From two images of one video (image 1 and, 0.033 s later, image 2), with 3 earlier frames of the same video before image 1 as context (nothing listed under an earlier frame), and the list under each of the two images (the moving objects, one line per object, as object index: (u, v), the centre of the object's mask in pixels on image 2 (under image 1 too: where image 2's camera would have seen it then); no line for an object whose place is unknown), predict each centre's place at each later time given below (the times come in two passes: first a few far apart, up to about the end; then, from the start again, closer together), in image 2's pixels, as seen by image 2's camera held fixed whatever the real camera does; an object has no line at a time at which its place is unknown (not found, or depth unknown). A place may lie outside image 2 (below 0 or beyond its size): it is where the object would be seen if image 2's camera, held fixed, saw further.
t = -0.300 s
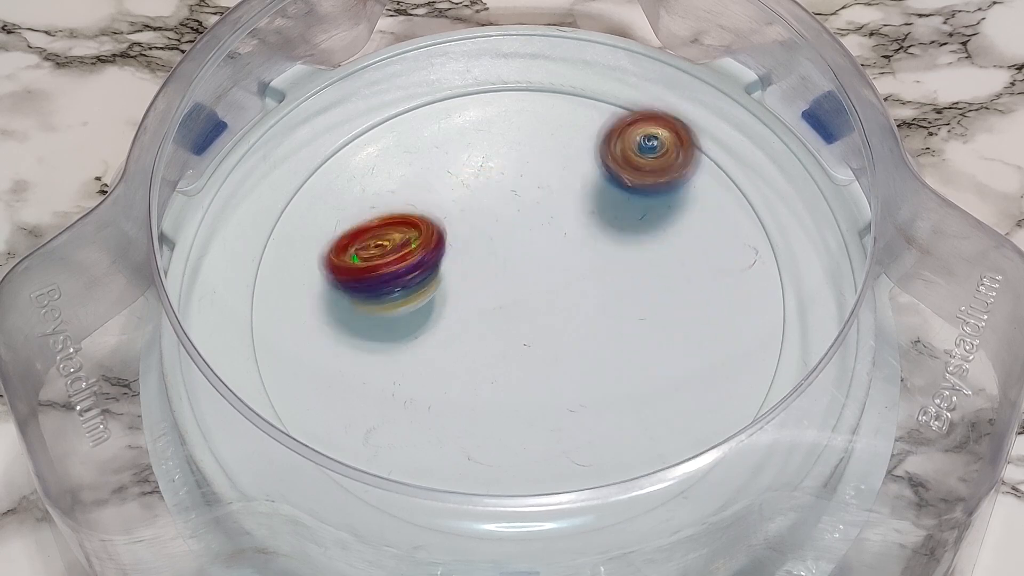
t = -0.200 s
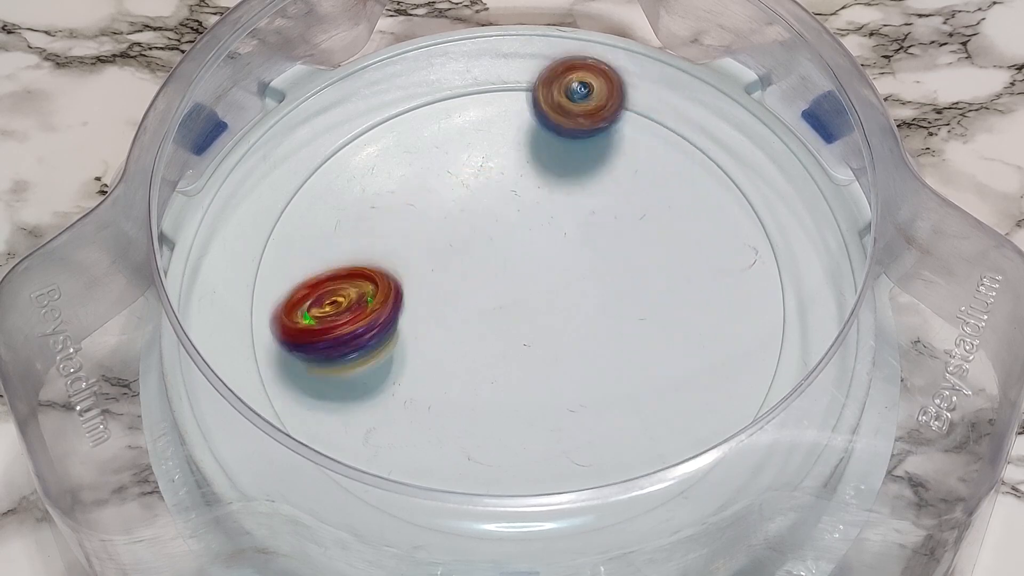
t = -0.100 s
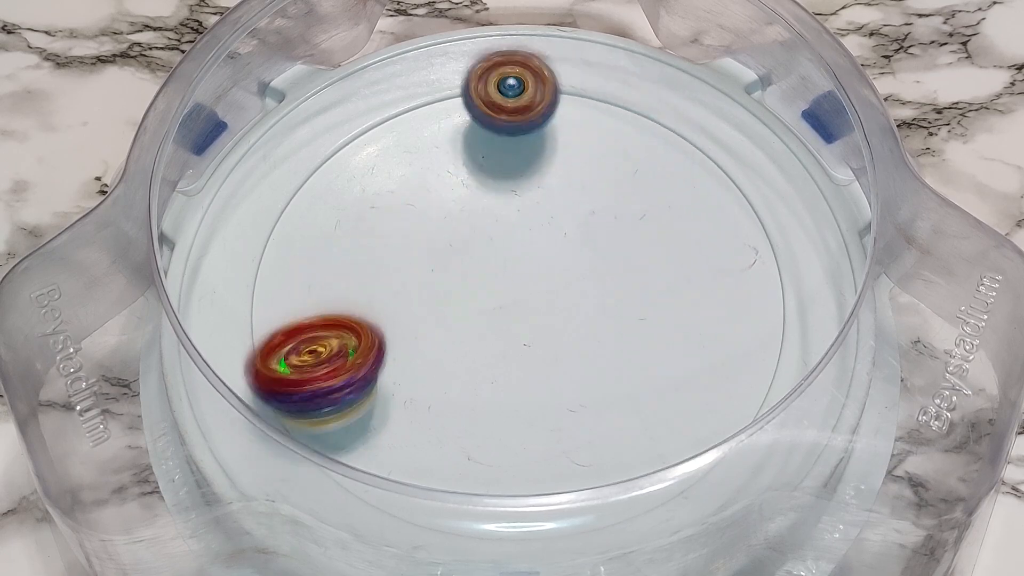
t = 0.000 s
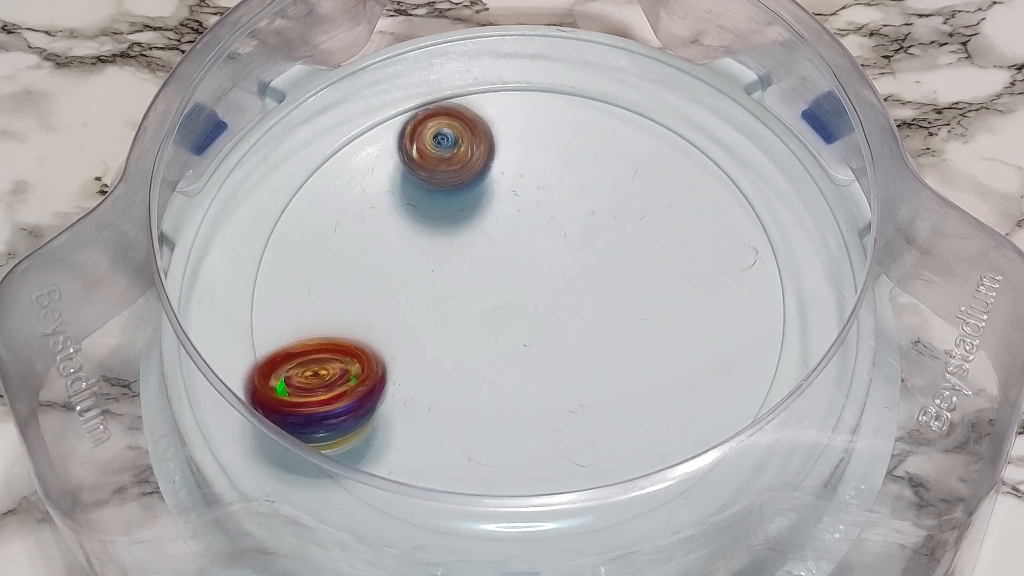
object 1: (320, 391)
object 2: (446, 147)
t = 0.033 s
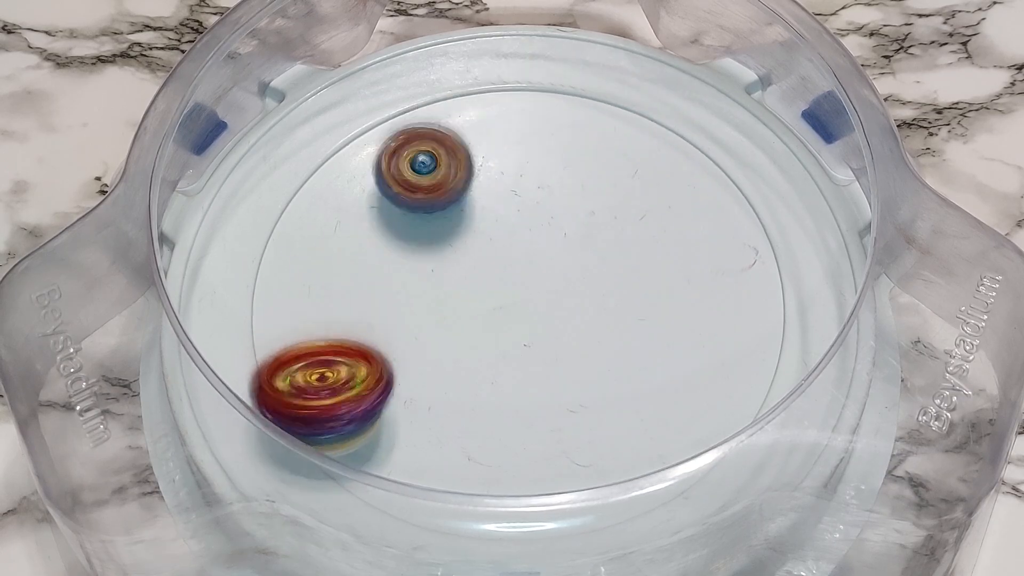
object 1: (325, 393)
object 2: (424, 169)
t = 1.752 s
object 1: (745, 237)
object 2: (420, 330)
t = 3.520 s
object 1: (728, 244)
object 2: (551, 318)
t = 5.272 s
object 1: (625, 157)
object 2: (488, 300)
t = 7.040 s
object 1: (667, 234)
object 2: (552, 365)
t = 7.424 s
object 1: (610, 411)
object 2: (406, 321)
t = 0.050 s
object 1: (328, 394)
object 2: (415, 182)
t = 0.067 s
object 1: (332, 393)
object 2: (407, 198)
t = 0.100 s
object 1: (343, 391)
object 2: (399, 227)
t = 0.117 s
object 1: (349, 387)
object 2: (399, 240)
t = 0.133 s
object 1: (357, 383)
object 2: (400, 254)
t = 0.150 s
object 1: (365, 378)
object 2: (403, 268)
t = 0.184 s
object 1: (367, 386)
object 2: (426, 273)
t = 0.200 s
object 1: (364, 397)
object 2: (447, 268)
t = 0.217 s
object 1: (362, 406)
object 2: (472, 260)
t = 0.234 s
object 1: (361, 411)
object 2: (496, 251)
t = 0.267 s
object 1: (361, 417)
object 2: (531, 237)
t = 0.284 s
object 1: (360, 418)
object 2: (551, 233)
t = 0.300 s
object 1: (360, 419)
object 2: (572, 225)
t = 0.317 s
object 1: (360, 420)
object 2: (590, 215)
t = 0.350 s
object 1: (361, 419)
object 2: (614, 199)
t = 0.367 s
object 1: (361, 416)
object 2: (629, 195)
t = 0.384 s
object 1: (361, 414)
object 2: (641, 186)
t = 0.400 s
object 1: (364, 411)
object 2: (649, 178)
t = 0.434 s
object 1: (367, 400)
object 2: (659, 168)
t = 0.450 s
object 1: (369, 391)
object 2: (666, 162)
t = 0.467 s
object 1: (371, 381)
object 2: (671, 154)
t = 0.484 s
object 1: (375, 374)
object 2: (671, 147)
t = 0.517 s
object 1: (381, 354)
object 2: (668, 138)
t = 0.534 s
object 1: (384, 343)
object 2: (669, 132)
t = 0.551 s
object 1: (387, 331)
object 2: (664, 125)
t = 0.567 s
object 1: (391, 319)
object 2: (656, 120)
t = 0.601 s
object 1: (400, 295)
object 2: (644, 114)
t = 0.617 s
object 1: (403, 282)
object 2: (636, 109)
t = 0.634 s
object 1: (407, 270)
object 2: (623, 107)
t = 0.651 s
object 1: (411, 257)
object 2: (610, 108)
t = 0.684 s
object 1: (419, 233)
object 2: (590, 110)
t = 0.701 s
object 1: (423, 220)
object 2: (575, 113)
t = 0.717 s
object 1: (426, 210)
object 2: (561, 119)
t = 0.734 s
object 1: (428, 198)
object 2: (551, 127)
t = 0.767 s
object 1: (433, 177)
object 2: (536, 140)
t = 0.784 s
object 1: (414, 169)
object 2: (564, 144)
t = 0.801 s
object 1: (396, 158)
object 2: (597, 149)
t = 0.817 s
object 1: (377, 151)
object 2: (631, 148)
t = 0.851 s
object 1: (347, 134)
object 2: (682, 153)
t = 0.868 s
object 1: (338, 128)
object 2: (712, 155)
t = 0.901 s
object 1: (327, 122)
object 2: (739, 174)
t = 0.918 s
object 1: (323, 121)
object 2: (750, 178)
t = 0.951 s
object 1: (318, 116)
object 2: (758, 198)
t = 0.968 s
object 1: (318, 115)
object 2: (768, 213)
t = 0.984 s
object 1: (318, 113)
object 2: (768, 228)
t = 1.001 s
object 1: (319, 112)
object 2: (764, 246)
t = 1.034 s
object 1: (323, 110)
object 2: (756, 268)
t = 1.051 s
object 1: (326, 108)
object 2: (746, 281)
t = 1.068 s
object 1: (329, 109)
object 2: (741, 294)
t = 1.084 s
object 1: (334, 107)
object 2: (731, 305)
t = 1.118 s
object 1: (345, 107)
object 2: (708, 327)
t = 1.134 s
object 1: (351, 108)
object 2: (693, 328)
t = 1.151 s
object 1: (359, 107)
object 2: (676, 339)
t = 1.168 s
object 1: (366, 108)
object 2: (664, 349)
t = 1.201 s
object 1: (385, 112)
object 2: (628, 364)
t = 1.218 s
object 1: (396, 115)
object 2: (615, 369)
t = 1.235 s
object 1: (408, 116)
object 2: (594, 374)
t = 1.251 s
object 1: (420, 119)
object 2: (578, 378)
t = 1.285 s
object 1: (447, 125)
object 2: (544, 383)
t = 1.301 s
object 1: (462, 128)
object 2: (531, 386)
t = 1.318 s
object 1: (477, 133)
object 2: (516, 384)
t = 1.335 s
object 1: (493, 136)
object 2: (501, 385)
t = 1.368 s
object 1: (523, 145)
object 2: (473, 388)
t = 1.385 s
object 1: (537, 151)
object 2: (460, 387)
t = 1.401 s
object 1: (553, 154)
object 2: (452, 382)
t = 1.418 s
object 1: (566, 158)
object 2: (438, 384)
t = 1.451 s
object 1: (595, 166)
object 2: (419, 380)
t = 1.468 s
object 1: (610, 168)
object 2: (409, 377)
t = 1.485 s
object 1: (622, 173)
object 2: (404, 372)
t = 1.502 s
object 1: (636, 175)
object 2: (393, 374)
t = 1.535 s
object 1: (660, 183)
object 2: (386, 366)
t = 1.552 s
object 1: (671, 187)
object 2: (383, 364)
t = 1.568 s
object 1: (683, 190)
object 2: (383, 362)
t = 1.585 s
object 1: (692, 194)
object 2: (379, 362)
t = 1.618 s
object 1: (709, 201)
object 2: (380, 354)
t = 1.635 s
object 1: (717, 205)
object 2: (383, 350)
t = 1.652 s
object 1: (724, 210)
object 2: (383, 350)
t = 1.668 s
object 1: (730, 214)
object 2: (387, 345)
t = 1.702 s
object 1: (739, 223)
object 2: (395, 330)
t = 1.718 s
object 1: (741, 227)
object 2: (406, 328)
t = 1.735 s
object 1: (743, 232)
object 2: (407, 328)
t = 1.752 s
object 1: (745, 237)
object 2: (420, 330)
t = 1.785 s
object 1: (745, 246)
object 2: (436, 318)
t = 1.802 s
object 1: (744, 252)
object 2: (442, 317)
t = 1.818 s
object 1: (743, 257)
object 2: (453, 320)
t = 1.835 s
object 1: (740, 264)
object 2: (460, 323)
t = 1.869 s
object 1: (732, 277)
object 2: (478, 316)
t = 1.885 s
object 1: (728, 283)
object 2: (485, 314)
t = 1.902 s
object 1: (721, 290)
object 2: (495, 316)
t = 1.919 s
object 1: (715, 297)
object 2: (503, 316)
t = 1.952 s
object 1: (697, 310)
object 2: (513, 305)
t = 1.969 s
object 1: (687, 317)
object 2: (521, 306)
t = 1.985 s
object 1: (676, 324)
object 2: (523, 308)
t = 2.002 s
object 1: (665, 330)
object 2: (530, 306)
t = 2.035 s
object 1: (641, 343)
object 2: (533, 296)
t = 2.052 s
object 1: (632, 352)
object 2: (527, 286)
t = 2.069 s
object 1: (623, 361)
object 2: (524, 283)
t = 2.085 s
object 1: (614, 370)
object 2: (519, 273)
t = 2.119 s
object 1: (596, 388)
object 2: (511, 254)
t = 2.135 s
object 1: (585, 395)
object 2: (509, 252)
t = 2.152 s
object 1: (575, 403)
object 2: (505, 245)
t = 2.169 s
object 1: (564, 409)
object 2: (502, 234)
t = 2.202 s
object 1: (542, 420)
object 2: (494, 224)
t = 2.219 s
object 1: (530, 425)
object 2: (492, 224)
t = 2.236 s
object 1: (519, 428)
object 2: (490, 212)
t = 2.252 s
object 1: (508, 431)
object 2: (489, 209)
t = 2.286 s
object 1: (487, 434)
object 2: (485, 203)
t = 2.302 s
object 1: (476, 432)
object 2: (483, 194)
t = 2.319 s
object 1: (467, 433)
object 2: (485, 191)
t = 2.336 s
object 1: (457, 431)
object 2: (481, 184)
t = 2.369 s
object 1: (438, 427)
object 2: (482, 184)
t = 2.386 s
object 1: (429, 424)
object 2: (486, 179)
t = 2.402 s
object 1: (421, 419)
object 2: (483, 177)
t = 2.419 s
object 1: (413, 416)
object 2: (488, 177)
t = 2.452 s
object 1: (399, 405)
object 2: (491, 175)
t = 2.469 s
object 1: (393, 396)
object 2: (492, 178)
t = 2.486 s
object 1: (386, 390)
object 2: (496, 177)
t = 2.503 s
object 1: (382, 382)
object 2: (497, 186)
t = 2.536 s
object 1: (374, 366)
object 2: (502, 189)
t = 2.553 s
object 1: (370, 357)
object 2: (501, 190)
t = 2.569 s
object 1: (367, 349)
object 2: (506, 200)
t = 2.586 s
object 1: (365, 339)
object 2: (503, 203)
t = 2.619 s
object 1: (364, 319)
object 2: (504, 210)
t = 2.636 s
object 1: (363, 310)
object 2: (509, 215)
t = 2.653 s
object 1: (364, 300)
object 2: (509, 224)
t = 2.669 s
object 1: (363, 290)
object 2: (513, 226)
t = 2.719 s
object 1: (368, 261)
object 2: (524, 245)
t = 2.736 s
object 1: (370, 252)
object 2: (527, 249)
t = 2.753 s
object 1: (372, 243)
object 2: (535, 256)
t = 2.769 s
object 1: (375, 234)
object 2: (537, 261)
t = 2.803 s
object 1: (380, 218)
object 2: (550, 273)
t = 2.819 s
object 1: (382, 210)
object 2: (559, 279)
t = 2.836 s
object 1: (385, 202)
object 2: (564, 293)
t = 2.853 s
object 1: (389, 196)
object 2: (570, 296)
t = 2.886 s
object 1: (397, 181)
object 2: (577, 310)
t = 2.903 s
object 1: (401, 174)
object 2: (586, 315)
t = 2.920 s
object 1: (405, 168)
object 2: (588, 323)
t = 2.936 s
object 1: (410, 163)
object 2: (597, 326)
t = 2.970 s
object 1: (420, 152)
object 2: (606, 342)
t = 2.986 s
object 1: (425, 147)
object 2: (612, 348)
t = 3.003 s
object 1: (431, 144)
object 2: (613, 353)
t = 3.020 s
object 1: (436, 140)
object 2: (621, 355)
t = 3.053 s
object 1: (447, 135)
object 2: (628, 361)
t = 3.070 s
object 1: (453, 133)
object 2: (631, 363)
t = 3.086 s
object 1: (460, 132)
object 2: (632, 365)
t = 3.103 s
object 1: (467, 131)
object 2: (639, 365)
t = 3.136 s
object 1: (482, 131)
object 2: (643, 364)
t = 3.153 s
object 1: (488, 129)
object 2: (644, 363)
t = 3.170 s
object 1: (497, 132)
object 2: (642, 361)
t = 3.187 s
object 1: (504, 132)
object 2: (647, 362)
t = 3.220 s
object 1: (521, 139)
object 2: (644, 359)
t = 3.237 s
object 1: (532, 141)
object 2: (643, 359)
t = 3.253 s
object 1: (540, 146)
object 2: (636, 355)
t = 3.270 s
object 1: (550, 149)
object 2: (640, 357)
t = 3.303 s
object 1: (570, 158)
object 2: (630, 352)
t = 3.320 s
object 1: (581, 165)
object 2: (630, 353)
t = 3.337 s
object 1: (592, 169)
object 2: (620, 347)
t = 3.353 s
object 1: (604, 175)
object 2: (620, 348)
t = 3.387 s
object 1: (630, 189)
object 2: (604, 341)
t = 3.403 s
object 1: (642, 195)
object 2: (601, 342)
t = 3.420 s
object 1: (657, 202)
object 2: (591, 339)
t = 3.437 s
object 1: (669, 209)
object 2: (586, 335)
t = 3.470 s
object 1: (696, 224)
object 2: (572, 331)
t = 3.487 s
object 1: (706, 228)
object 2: (570, 328)
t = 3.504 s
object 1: (717, 237)
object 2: (561, 329)
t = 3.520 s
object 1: (728, 244)
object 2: (551, 318)
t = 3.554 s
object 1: (757, 261)
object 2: (529, 301)
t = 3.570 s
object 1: (760, 267)
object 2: (525, 299)
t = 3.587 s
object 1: (763, 271)
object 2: (512, 292)
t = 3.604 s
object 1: (764, 277)
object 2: (510, 283)
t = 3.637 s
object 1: (759, 289)
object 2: (495, 273)
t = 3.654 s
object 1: (752, 291)
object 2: (496, 266)
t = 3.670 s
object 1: (744, 297)
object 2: (492, 263)
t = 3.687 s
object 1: (732, 299)
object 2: (486, 254)
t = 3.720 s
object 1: (708, 307)
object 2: (485, 246)
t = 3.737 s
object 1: (696, 308)
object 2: (482, 238)
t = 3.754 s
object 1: (682, 311)
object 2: (485, 235)
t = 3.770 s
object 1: (668, 312)
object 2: (481, 233)
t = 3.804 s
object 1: (642, 313)
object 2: (484, 225)
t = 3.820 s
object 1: (628, 314)
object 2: (480, 223)
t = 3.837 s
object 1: (614, 315)
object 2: (481, 217)
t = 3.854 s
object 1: (601, 313)
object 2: (484, 218)
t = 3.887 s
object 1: (576, 313)
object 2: (484, 212)
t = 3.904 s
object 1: (564, 311)
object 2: (487, 215)
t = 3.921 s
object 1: (552, 311)
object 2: (484, 213)
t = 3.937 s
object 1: (542, 309)
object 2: (488, 210)
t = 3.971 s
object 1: (522, 308)
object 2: (488, 213)
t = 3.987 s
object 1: (514, 305)
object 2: (493, 211)
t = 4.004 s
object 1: (507, 309)
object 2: (495, 207)
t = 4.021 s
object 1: (501, 318)
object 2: (494, 198)
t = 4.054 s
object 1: (490, 326)
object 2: (498, 188)
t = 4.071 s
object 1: (486, 334)
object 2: (498, 181)
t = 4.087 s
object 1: (482, 337)
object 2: (504, 176)
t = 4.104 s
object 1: (477, 343)
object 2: (504, 176)
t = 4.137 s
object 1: (469, 354)
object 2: (511, 171)
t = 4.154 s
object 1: (464, 358)
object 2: (511, 174)
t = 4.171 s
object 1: (458, 364)
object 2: (512, 171)
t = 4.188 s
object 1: (454, 366)
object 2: (518, 173)
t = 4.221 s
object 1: (442, 372)
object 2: (518, 175)
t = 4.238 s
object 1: (439, 374)
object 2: (523, 179)
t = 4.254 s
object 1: (432, 374)
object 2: (522, 185)
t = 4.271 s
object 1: (426, 376)
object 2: (524, 183)
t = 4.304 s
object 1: (417, 374)
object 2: (526, 196)
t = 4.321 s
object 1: (412, 376)
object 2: (527, 196)
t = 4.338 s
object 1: (408, 375)
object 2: (532, 203)
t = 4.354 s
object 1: (404, 371)
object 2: (528, 211)
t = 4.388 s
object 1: (394, 368)
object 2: (533, 218)
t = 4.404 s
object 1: (389, 362)
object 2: (529, 227)
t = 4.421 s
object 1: (384, 359)
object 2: (530, 228)
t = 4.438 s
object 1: (381, 353)
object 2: (533, 234)
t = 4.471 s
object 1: (372, 341)
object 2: (529, 243)
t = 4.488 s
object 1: (370, 332)
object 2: (531, 247)
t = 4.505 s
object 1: (366, 322)
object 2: (527, 253)
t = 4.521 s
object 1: (363, 315)
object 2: (527, 254)
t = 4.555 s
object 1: (359, 293)
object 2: (525, 261)
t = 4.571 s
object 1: (357, 284)
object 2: (526, 264)
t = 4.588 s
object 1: (357, 272)
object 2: (529, 265)
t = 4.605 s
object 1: (356, 262)
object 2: (525, 267)
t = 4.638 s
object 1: (356, 239)
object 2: (529, 271)
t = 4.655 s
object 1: (356, 229)
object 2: (527, 270)
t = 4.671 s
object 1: (357, 218)
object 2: (528, 271)
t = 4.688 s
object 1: (359, 206)
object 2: (533, 274)
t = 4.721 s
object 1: (364, 186)
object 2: (530, 271)
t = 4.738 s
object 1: (366, 174)
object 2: (536, 276)
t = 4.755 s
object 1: (370, 167)
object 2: (535, 277)
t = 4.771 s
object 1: (374, 157)
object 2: (532, 275)
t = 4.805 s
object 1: (382, 140)
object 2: (539, 283)
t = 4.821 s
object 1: (386, 132)
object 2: (536, 280)
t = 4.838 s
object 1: (390, 124)
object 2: (538, 281)
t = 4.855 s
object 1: (397, 119)
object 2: (542, 287)
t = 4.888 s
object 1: (408, 106)
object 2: (543, 285)
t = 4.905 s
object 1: (417, 104)
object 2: (546, 289)
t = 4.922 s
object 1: (425, 98)
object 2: (548, 296)
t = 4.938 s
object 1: (431, 94)
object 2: (548, 295)
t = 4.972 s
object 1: (450, 89)
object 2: (553, 303)
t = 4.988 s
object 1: (457, 87)
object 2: (549, 307)
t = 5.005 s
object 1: (470, 88)
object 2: (547, 305)
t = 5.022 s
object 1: (478, 86)
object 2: (549, 309)
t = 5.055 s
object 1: (499, 89)
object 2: (539, 316)
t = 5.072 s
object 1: (508, 88)
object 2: (539, 314)
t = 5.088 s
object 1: (518, 91)
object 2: (538, 318)
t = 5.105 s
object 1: (530, 94)
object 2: (529, 323)
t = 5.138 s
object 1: (547, 102)
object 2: (521, 317)
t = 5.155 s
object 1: (559, 106)
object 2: (515, 319)
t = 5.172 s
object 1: (568, 113)
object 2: (507, 320)
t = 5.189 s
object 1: (576, 119)
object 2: (503, 314)
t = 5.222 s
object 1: (596, 133)
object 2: (495, 312)
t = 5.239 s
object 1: (605, 141)
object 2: (489, 309)
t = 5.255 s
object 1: (617, 148)
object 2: (490, 304)
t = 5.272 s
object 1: (625, 157)
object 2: (488, 300)
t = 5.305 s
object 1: (645, 174)
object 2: (481, 293)
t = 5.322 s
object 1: (653, 185)
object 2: (485, 291)
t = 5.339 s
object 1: (660, 194)
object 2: (485, 286)
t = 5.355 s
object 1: (670, 203)
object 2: (483, 277)
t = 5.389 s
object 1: (683, 223)
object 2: (489, 272)
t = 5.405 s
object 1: (692, 233)
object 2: (493, 271)
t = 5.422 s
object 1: (697, 244)
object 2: (495, 264)
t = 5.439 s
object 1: (703, 255)
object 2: (497, 256)
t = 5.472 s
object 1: (714, 276)
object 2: (506, 261)
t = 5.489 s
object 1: (716, 287)
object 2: (507, 256)
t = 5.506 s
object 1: (721, 296)
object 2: (508, 251)
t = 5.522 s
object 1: (722, 307)
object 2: (510, 250)
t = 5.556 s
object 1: (725, 326)
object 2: (516, 256)
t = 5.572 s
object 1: (723, 337)
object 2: (515, 252)
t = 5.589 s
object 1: (721, 346)
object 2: (515, 248)
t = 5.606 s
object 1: (719, 355)
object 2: (517, 248)
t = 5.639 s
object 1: (710, 372)
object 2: (519, 256)
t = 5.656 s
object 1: (704, 380)
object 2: (519, 254)
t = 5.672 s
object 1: (697, 388)
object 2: (519, 252)
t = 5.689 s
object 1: (688, 393)
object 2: (521, 252)
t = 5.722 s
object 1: (671, 406)
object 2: (522, 261)
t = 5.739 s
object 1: (659, 409)
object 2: (521, 260)
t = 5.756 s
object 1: (648, 415)
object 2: (522, 257)
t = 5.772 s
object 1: (636, 421)
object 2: (524, 258)
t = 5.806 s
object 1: (608, 426)
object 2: (525, 263)
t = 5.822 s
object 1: (596, 428)
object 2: (524, 265)
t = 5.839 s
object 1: (579, 429)
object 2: (523, 266)
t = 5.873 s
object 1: (553, 430)
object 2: (524, 268)
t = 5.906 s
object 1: (523, 428)
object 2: (521, 275)
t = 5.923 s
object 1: (508, 423)
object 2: (520, 275)
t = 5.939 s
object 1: (491, 419)
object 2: (521, 276)
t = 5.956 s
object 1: (476, 416)
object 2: (522, 278)
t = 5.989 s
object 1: (446, 404)
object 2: (521, 284)
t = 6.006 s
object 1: (430, 397)
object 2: (519, 286)
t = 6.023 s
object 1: (418, 387)
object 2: (519, 286)
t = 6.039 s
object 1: (402, 382)
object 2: (520, 289)
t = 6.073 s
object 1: (377, 363)
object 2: (518, 297)
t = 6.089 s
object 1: (364, 356)
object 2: (515, 300)
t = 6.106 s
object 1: (353, 345)
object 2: (512, 303)
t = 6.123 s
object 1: (342, 335)
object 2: (510, 305)
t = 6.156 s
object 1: (323, 314)
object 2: (507, 311)
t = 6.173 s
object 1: (315, 305)
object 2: (505, 315)
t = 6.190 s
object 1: (308, 294)
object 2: (503, 319)
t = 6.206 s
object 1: (301, 283)
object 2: (498, 325)
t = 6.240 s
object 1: (292, 263)
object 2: (491, 332)
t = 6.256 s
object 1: (286, 253)
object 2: (488, 335)
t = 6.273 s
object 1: (285, 243)
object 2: (486, 339)
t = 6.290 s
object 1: (283, 232)
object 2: (483, 342)
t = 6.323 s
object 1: (282, 212)
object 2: (479, 350)
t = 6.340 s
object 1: (282, 203)
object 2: (477, 355)
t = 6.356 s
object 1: (287, 195)
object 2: (476, 358)
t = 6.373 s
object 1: (294, 188)
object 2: (475, 363)
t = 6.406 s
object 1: (311, 179)
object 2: (473, 371)
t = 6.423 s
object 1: (319, 174)
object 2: (472, 375)
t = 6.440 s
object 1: (330, 172)
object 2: (471, 377)
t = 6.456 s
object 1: (340, 166)
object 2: (471, 379)
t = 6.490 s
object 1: (363, 160)
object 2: (471, 383)
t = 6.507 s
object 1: (374, 154)
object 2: (471, 384)
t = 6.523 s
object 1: (386, 153)
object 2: (471, 385)
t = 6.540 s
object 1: (401, 149)
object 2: (471, 386)
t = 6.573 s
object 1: (427, 144)
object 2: (471, 386)
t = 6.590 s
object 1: (442, 140)
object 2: (471, 385)
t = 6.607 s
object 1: (453, 137)
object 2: (471, 384)
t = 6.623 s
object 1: (470, 135)
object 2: (471, 383)
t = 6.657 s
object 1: (498, 130)
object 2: (473, 379)
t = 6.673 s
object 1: (515, 126)
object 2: (474, 376)
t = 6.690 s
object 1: (529, 123)
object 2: (476, 372)
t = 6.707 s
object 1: (545, 124)
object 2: (478, 369)
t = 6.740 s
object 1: (575, 118)
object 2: (484, 363)
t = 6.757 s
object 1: (592, 118)
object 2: (487, 360)
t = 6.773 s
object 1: (606, 116)
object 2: (492, 357)
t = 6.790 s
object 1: (620, 117)
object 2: (496, 355)
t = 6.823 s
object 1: (649, 117)
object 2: (507, 351)
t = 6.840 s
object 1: (663, 119)
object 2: (513, 350)
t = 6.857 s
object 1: (678, 119)
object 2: (519, 349)
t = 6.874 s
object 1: (690, 122)
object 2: (525, 350)
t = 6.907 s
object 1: (703, 143)
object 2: (535, 351)
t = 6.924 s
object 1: (701, 156)
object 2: (540, 353)
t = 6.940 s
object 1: (699, 165)
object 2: (544, 355)
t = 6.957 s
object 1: (696, 178)
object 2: (547, 357)
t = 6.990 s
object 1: (686, 198)
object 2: (550, 361)
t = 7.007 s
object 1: (681, 211)
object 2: (552, 363)
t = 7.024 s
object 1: (675, 224)
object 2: (552, 364)
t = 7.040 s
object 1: (667, 234)
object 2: (552, 365)
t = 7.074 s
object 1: (655, 259)
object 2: (553, 365)
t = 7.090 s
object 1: (646, 272)
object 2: (552, 365)
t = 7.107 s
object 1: (641, 283)
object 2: (552, 364)
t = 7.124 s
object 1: (632, 295)
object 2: (551, 362)
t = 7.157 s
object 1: (635, 312)
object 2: (527, 355)
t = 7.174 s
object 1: (637, 320)
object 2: (507, 353)
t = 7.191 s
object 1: (646, 329)
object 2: (487, 352)
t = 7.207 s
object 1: (649, 337)
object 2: (468, 354)
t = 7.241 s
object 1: (654, 350)
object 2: (440, 353)
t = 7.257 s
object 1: (655, 359)
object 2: (430, 349)
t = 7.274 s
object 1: (655, 365)
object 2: (420, 347)
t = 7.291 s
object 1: (653, 372)
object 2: (412, 345)
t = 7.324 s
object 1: (648, 384)
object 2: (406, 339)
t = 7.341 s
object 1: (646, 393)
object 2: (405, 337)
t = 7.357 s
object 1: (641, 396)
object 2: (405, 334)
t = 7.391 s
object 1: (628, 405)
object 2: (405, 328)
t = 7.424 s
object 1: (610, 411)
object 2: (406, 321)
